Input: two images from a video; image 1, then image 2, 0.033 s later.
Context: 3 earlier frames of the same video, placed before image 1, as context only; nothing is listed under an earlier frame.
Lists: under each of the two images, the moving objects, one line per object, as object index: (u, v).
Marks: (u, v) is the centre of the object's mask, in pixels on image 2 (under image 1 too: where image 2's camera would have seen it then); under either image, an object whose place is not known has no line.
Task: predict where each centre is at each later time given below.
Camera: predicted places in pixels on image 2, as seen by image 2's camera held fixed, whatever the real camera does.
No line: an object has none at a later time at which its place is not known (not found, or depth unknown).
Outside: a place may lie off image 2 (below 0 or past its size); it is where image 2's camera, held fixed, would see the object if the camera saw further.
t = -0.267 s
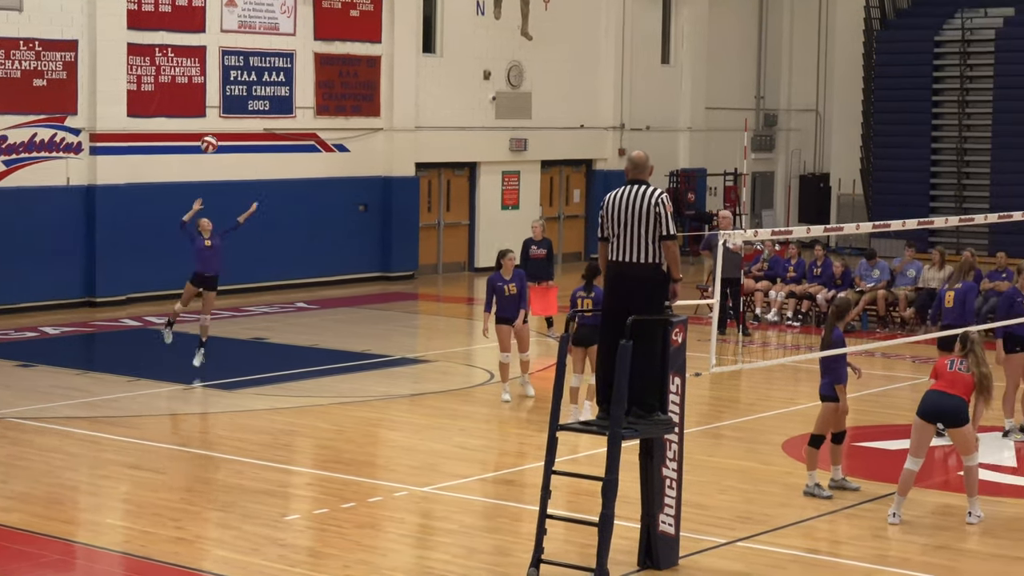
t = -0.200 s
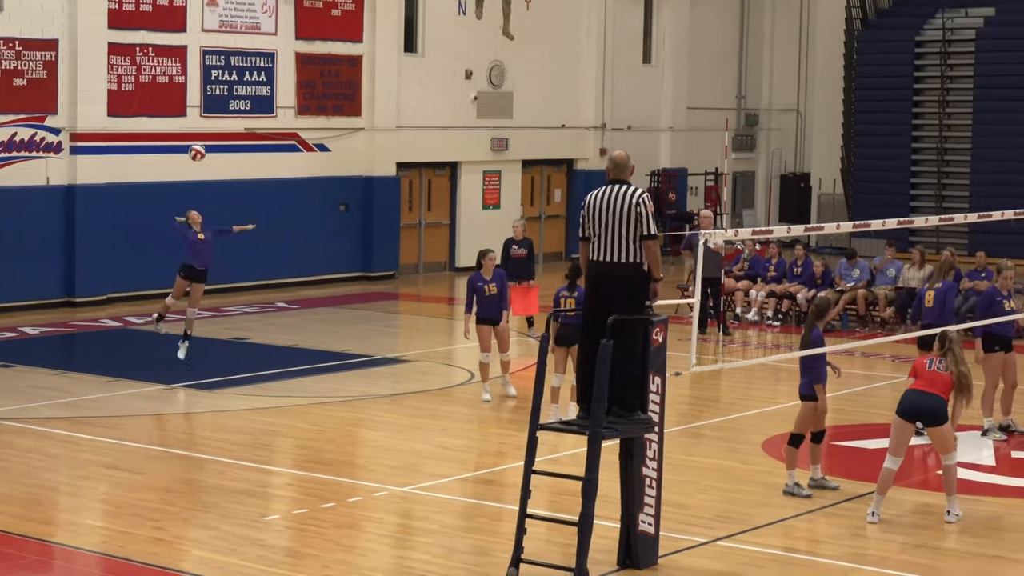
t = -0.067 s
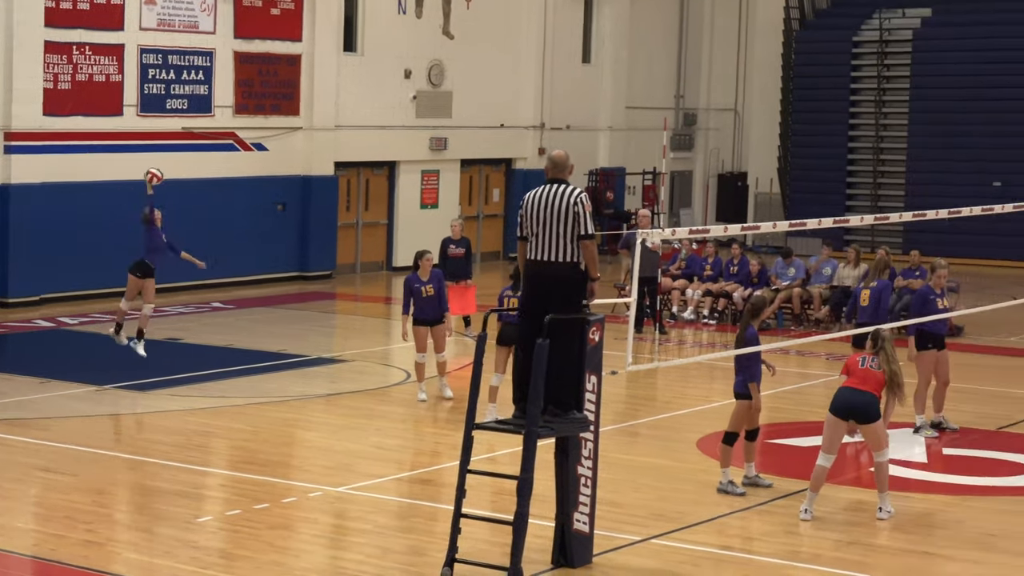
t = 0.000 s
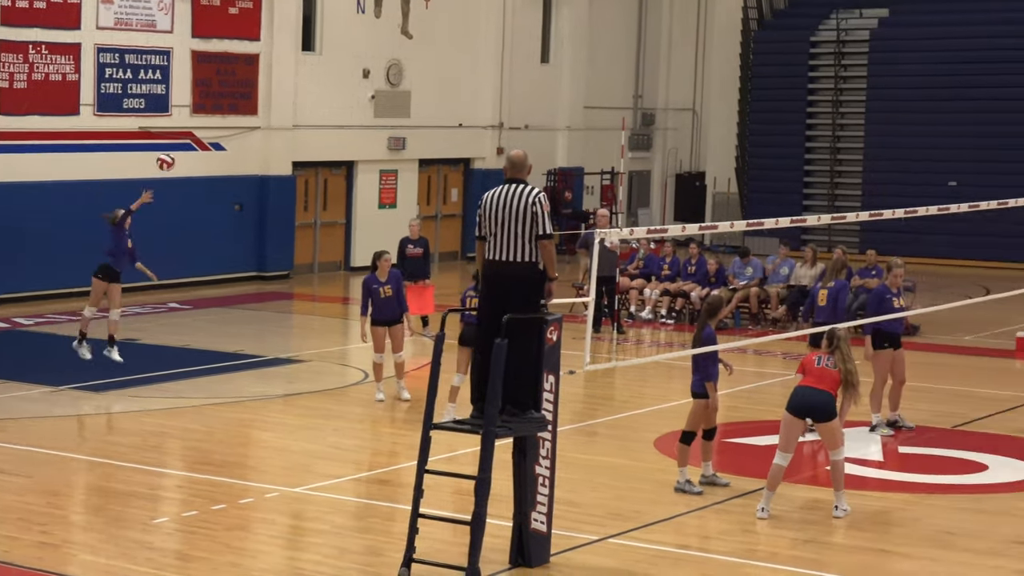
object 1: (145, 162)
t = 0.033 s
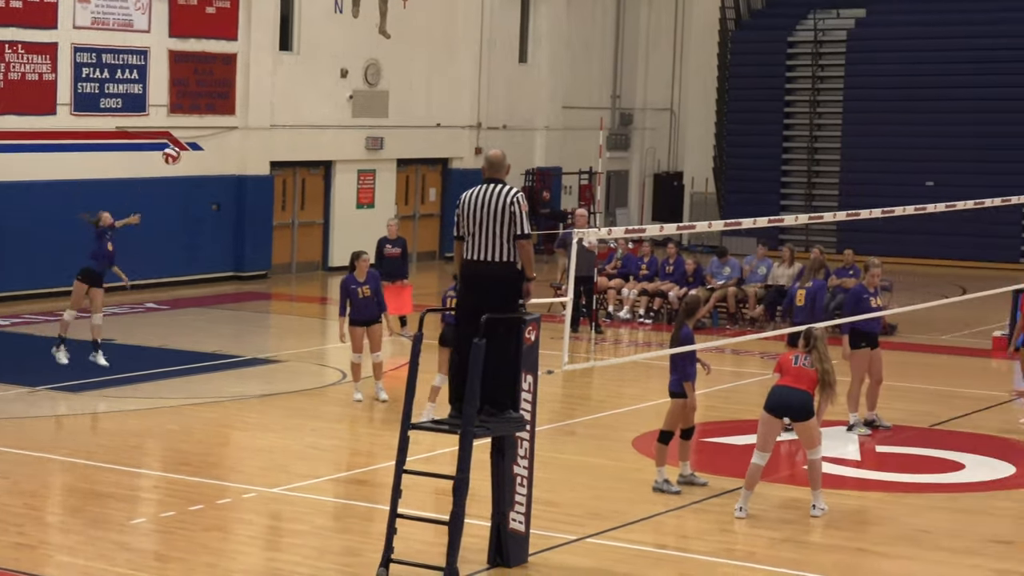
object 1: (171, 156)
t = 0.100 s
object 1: (227, 145)
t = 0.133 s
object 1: (255, 141)
